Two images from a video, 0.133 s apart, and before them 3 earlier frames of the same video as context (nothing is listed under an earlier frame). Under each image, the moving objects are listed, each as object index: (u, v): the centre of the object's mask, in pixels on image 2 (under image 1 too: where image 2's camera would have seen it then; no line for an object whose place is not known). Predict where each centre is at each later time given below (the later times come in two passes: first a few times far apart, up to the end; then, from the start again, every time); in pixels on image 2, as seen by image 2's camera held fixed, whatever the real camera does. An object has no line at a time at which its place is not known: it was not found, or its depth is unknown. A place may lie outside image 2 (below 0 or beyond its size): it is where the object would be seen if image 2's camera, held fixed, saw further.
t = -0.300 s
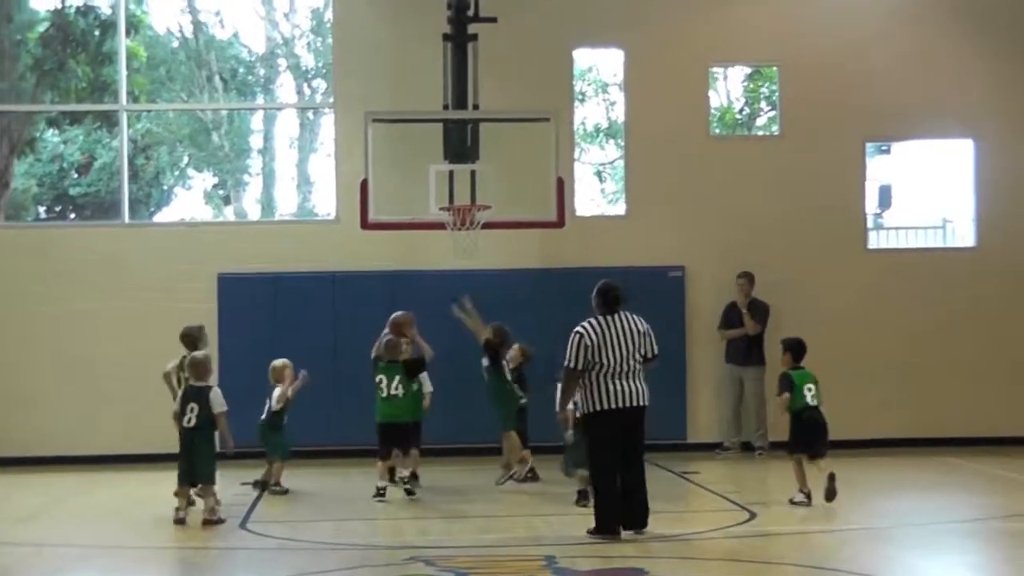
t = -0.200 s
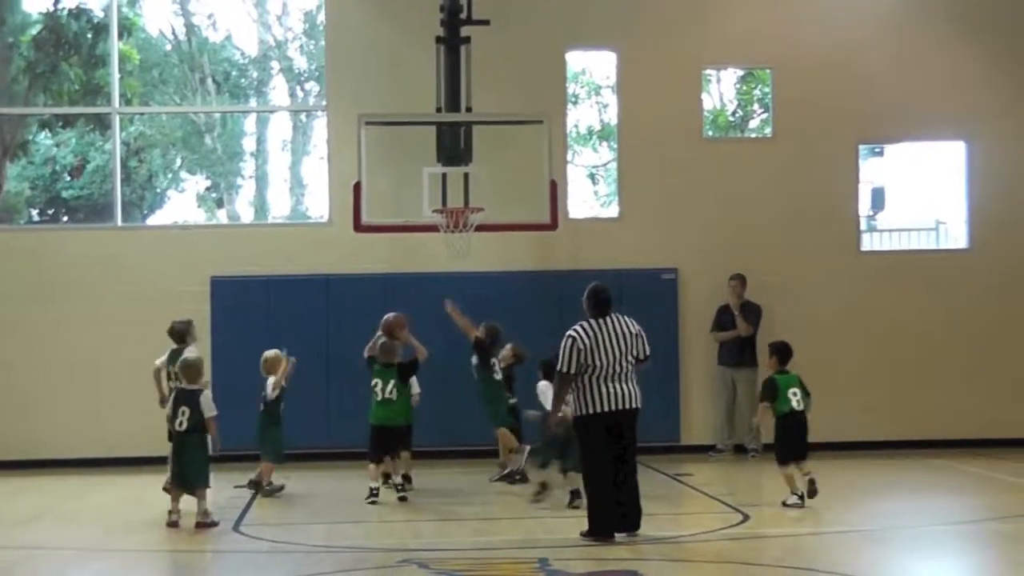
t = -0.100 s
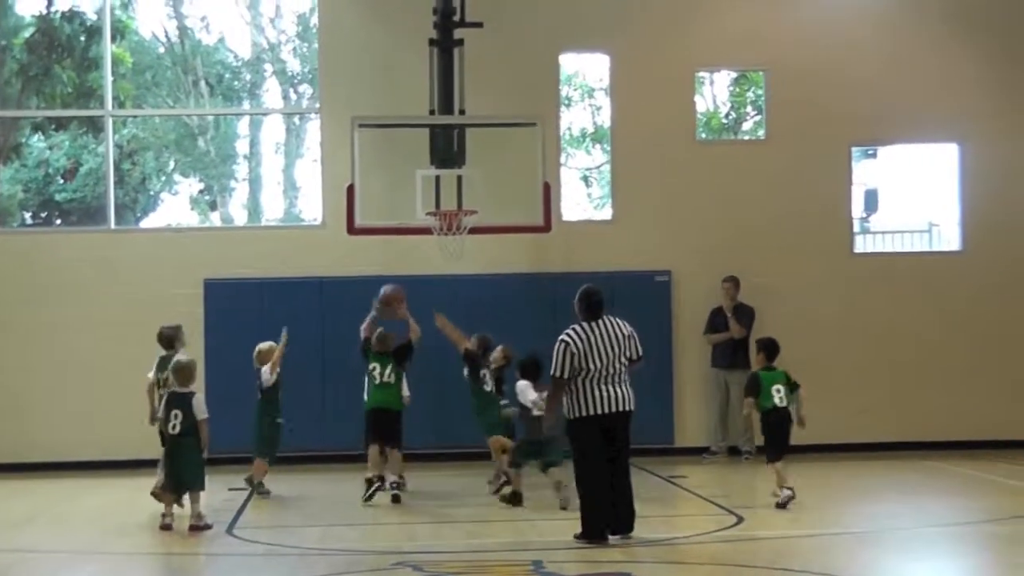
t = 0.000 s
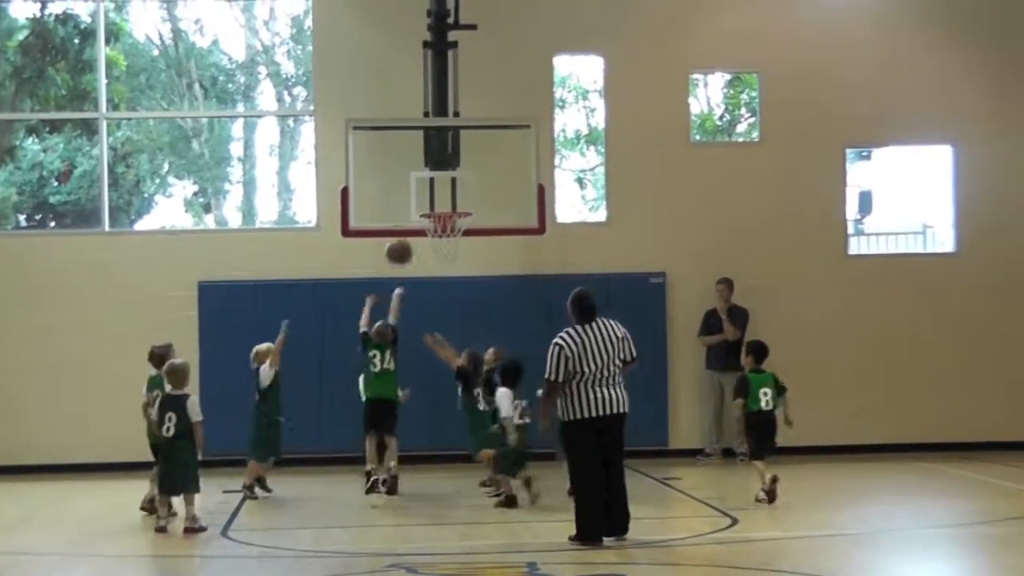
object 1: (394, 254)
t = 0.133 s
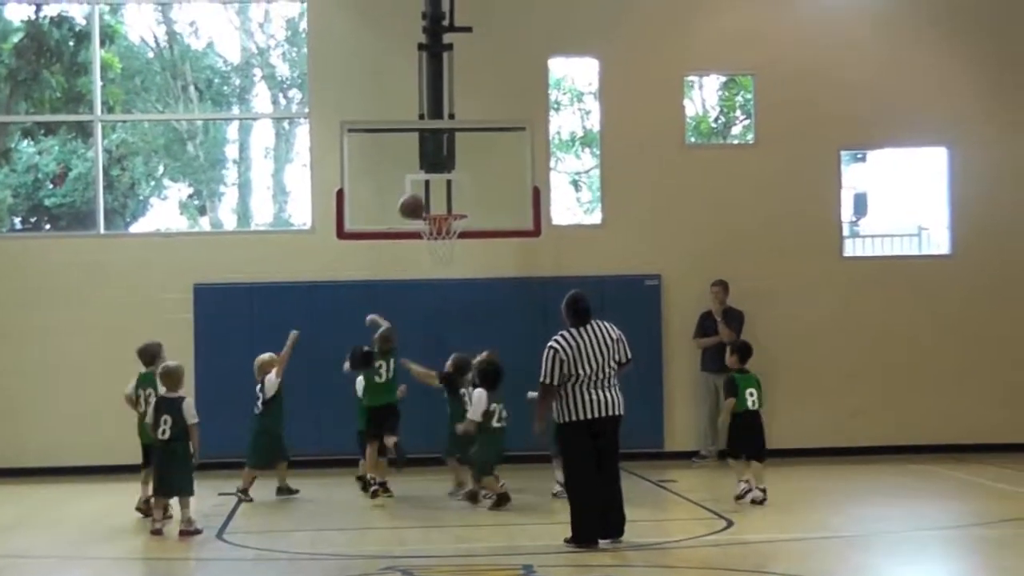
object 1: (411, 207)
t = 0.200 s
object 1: (421, 192)
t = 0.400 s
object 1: (445, 177)
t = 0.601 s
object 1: (469, 206)
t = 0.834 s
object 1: (530, 238)
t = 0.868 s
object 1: (538, 248)
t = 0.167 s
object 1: (414, 200)
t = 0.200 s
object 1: (421, 192)
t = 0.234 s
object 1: (424, 187)
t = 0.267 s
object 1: (429, 182)
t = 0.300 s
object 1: (433, 179)
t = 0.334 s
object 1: (437, 177)
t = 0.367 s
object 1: (441, 176)
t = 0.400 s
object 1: (445, 177)
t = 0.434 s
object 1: (449, 179)
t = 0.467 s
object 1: (454, 182)
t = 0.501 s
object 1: (458, 187)
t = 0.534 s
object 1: (462, 192)
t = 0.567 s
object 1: (465, 199)
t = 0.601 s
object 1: (469, 206)
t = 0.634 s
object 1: (477, 209)
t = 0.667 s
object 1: (485, 211)
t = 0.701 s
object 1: (495, 214)
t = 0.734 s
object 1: (503, 219)
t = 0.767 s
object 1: (512, 222)
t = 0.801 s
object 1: (520, 230)
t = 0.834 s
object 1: (530, 238)
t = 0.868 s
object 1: (538, 248)
